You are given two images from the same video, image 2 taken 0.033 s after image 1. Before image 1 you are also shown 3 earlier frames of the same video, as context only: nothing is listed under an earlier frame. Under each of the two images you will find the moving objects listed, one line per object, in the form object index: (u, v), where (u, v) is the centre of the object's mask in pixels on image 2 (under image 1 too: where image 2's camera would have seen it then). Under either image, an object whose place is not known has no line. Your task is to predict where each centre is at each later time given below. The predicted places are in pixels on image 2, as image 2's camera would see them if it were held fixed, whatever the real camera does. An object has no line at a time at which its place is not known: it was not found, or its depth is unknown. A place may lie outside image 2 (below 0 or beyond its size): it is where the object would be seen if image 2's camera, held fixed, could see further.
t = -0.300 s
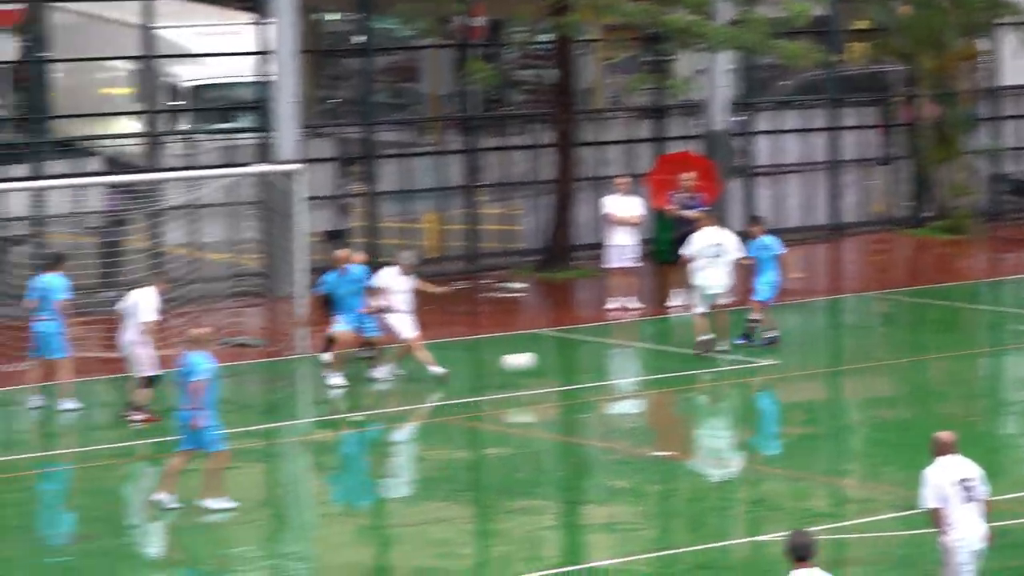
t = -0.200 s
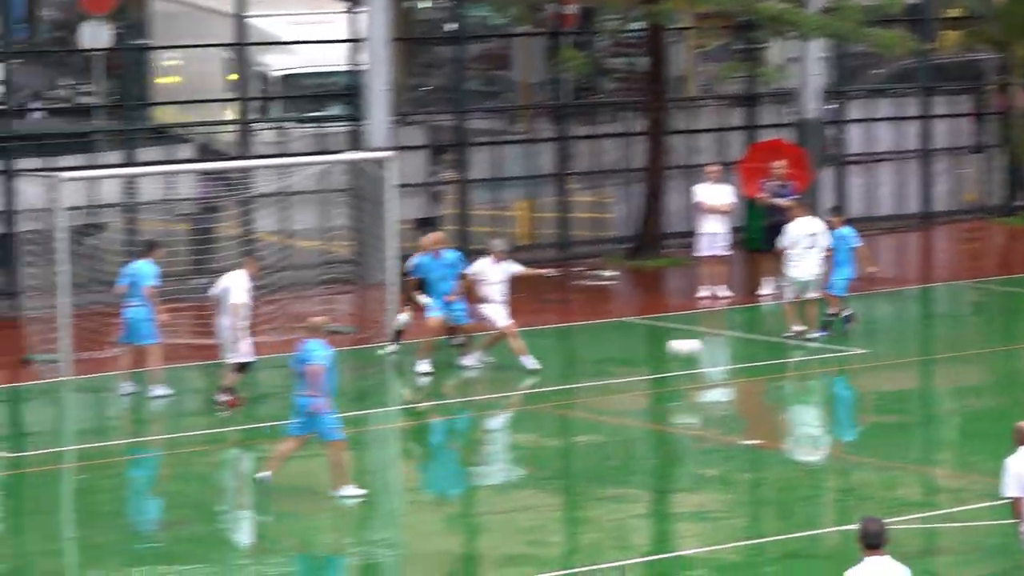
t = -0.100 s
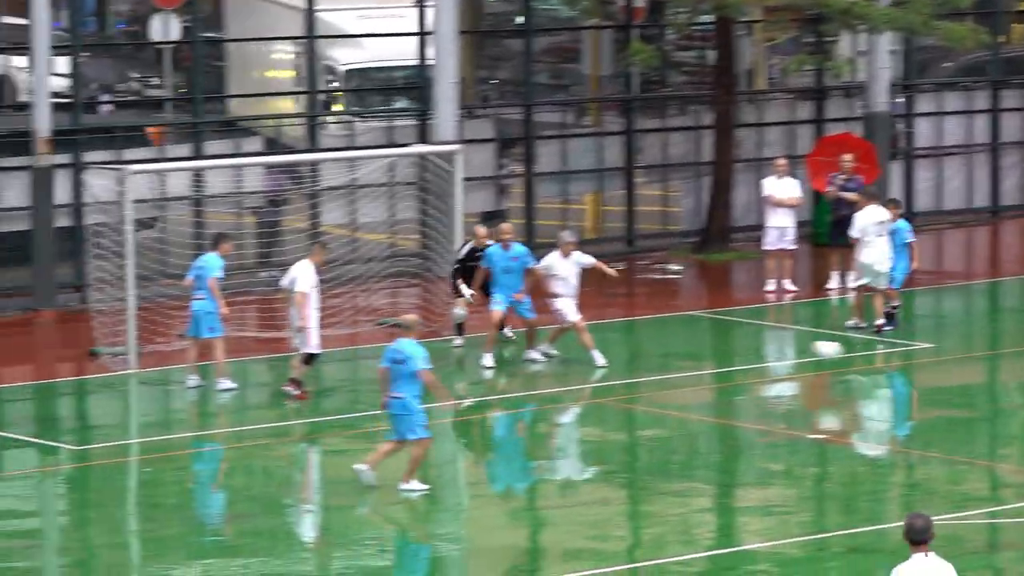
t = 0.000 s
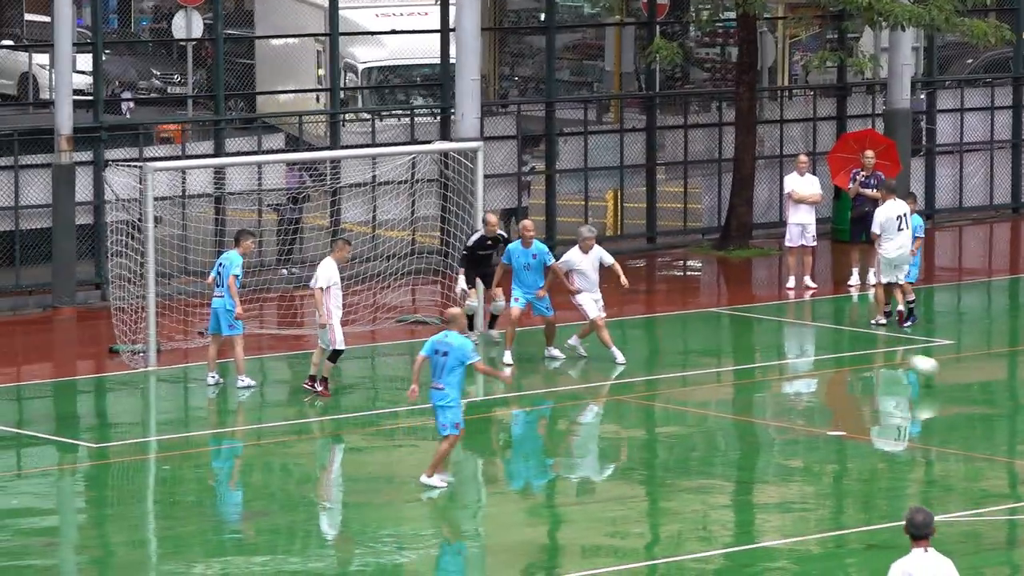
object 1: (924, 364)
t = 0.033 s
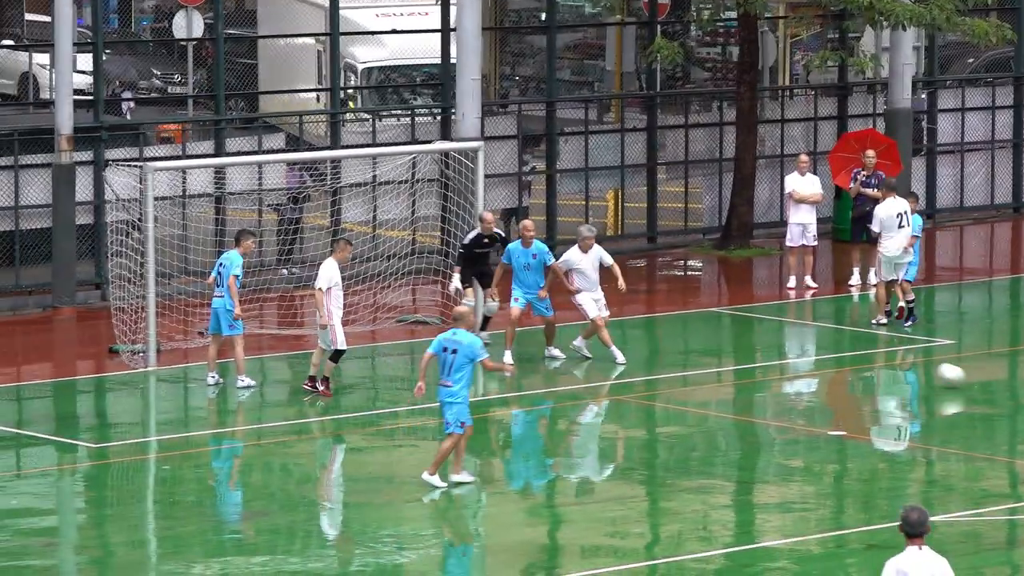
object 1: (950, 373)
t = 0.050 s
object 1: (963, 378)
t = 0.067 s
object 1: (976, 378)
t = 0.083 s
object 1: (988, 376)
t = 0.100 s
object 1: (999, 374)
